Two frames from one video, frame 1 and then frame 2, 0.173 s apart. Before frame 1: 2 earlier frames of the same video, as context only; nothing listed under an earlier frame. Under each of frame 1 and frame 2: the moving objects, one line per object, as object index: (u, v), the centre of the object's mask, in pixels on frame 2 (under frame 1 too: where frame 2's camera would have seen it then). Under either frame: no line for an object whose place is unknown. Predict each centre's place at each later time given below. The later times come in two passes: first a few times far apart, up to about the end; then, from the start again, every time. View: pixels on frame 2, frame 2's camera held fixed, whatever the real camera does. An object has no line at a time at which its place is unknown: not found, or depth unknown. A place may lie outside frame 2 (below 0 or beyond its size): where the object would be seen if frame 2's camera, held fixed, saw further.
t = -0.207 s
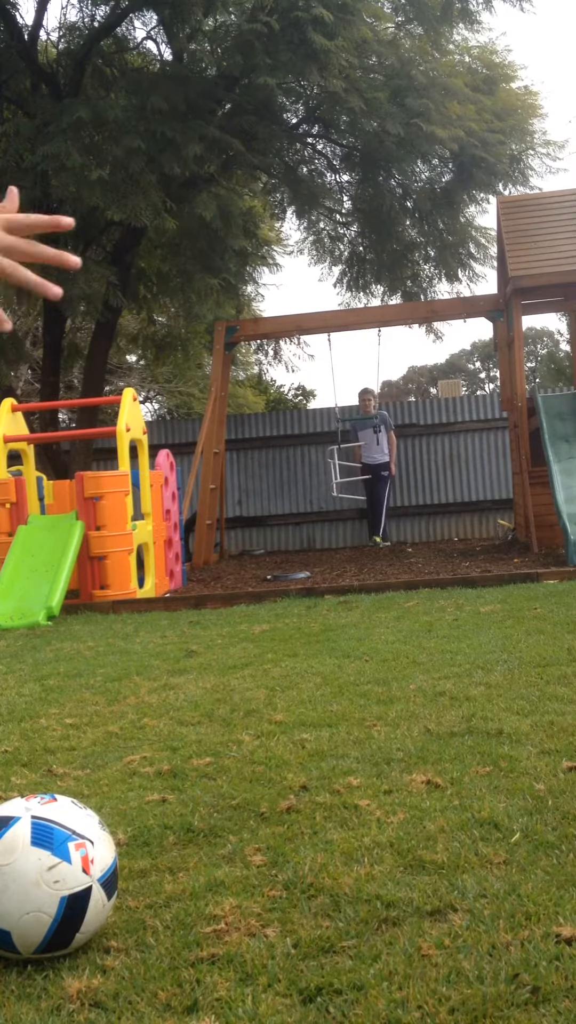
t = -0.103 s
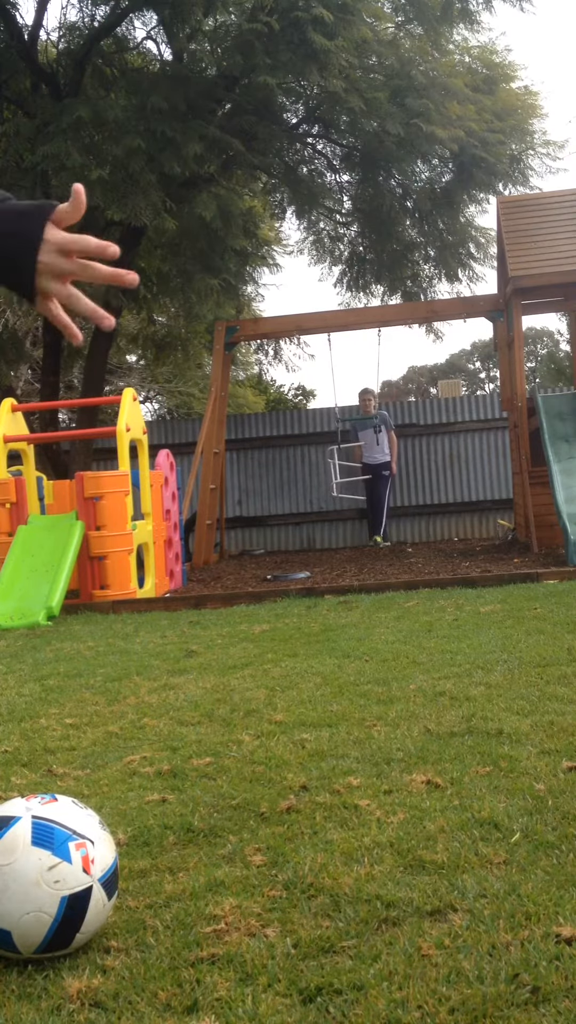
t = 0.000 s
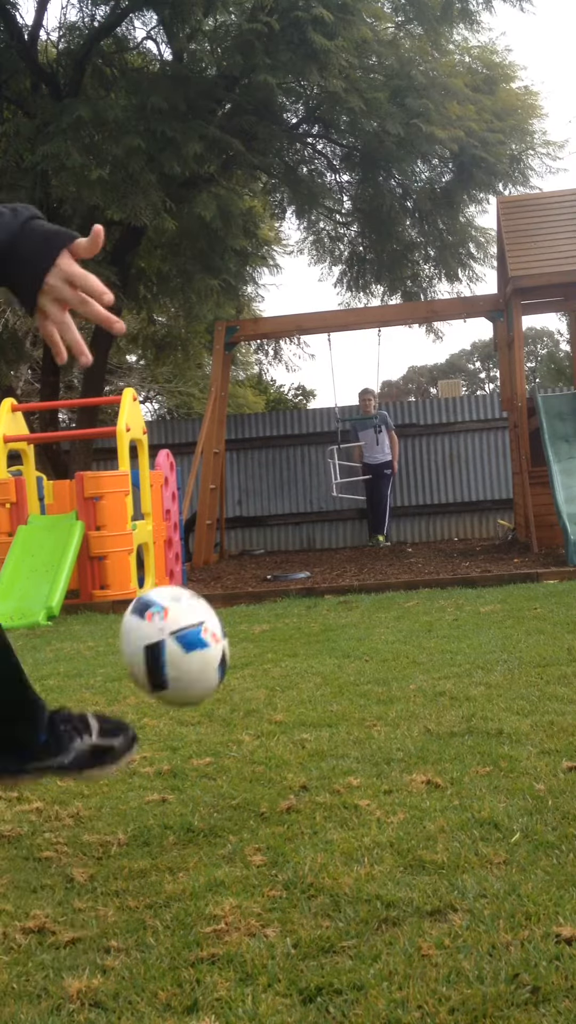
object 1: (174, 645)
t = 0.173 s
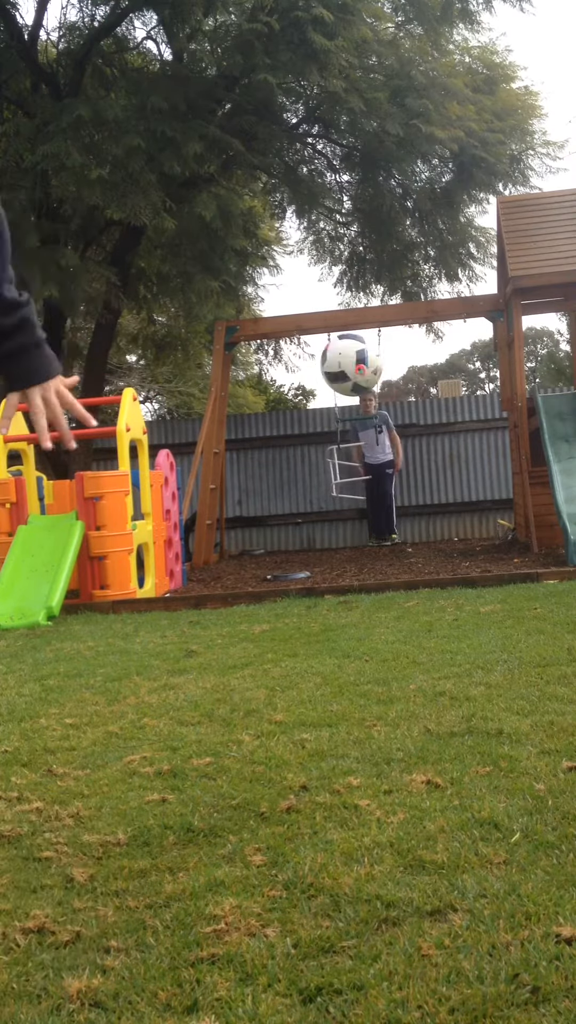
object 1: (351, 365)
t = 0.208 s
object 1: (368, 344)
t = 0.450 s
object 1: (445, 309)
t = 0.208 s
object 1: (368, 344)
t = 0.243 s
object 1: (383, 328)
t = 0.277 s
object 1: (406, 309)
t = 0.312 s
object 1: (416, 304)
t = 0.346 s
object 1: (424, 304)
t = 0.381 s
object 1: (431, 303)
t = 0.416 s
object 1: (438, 304)
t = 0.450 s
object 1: (445, 309)
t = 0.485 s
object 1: (450, 313)
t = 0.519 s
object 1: (455, 318)
